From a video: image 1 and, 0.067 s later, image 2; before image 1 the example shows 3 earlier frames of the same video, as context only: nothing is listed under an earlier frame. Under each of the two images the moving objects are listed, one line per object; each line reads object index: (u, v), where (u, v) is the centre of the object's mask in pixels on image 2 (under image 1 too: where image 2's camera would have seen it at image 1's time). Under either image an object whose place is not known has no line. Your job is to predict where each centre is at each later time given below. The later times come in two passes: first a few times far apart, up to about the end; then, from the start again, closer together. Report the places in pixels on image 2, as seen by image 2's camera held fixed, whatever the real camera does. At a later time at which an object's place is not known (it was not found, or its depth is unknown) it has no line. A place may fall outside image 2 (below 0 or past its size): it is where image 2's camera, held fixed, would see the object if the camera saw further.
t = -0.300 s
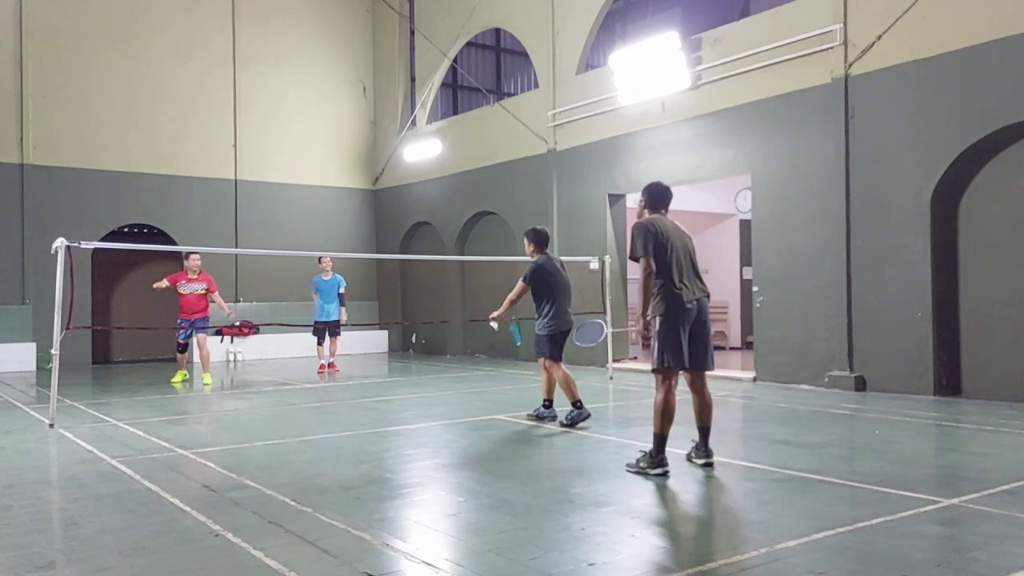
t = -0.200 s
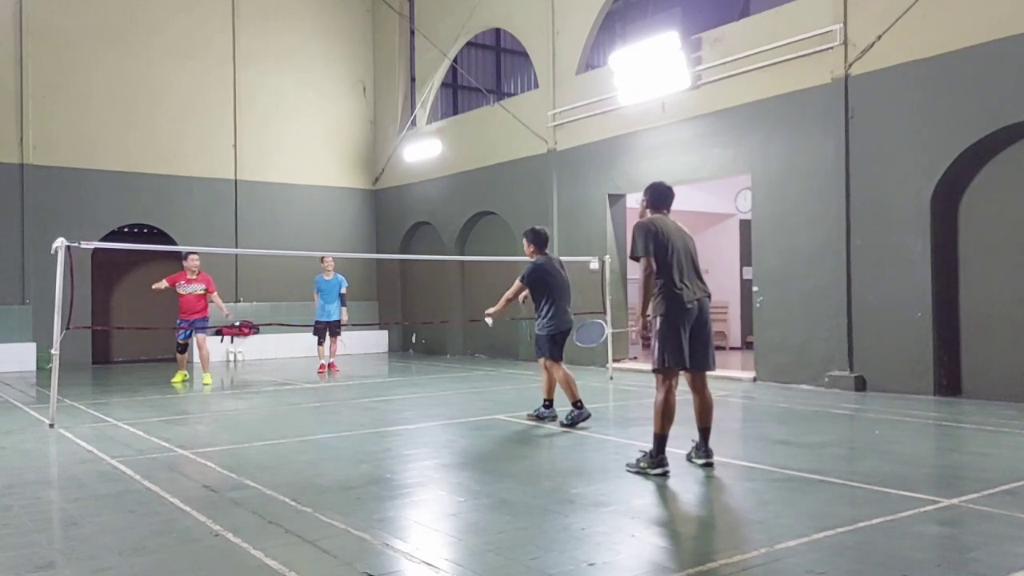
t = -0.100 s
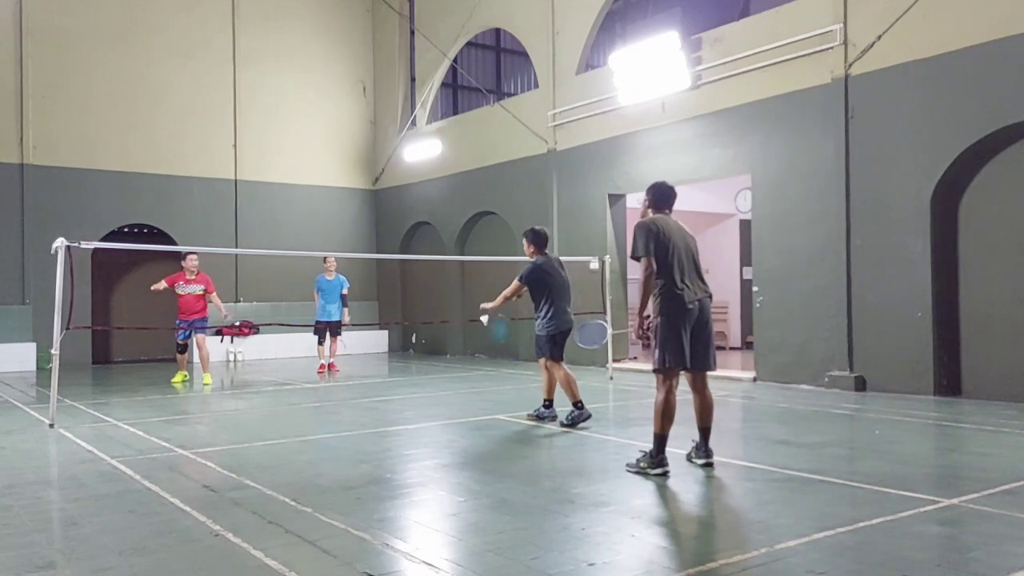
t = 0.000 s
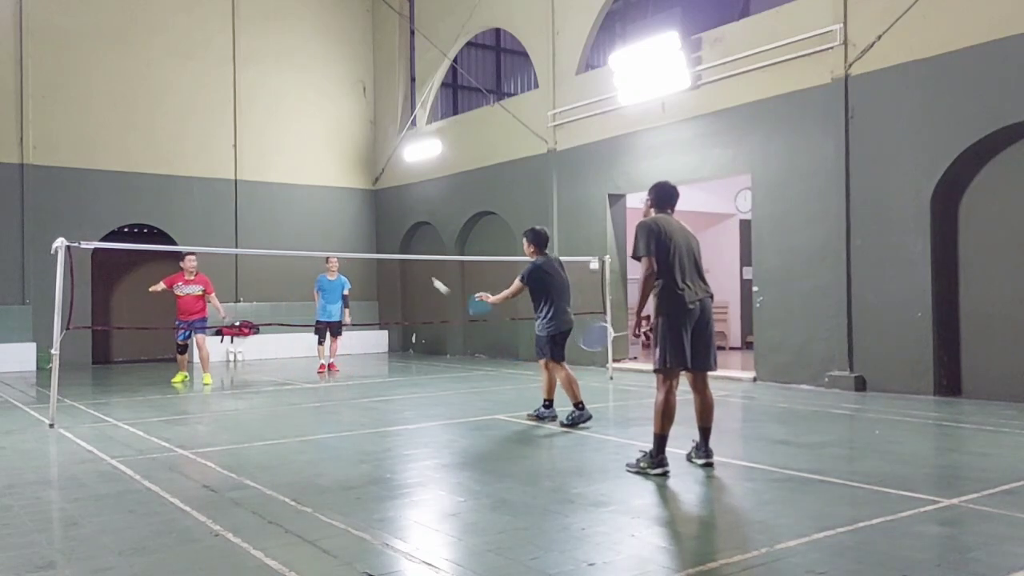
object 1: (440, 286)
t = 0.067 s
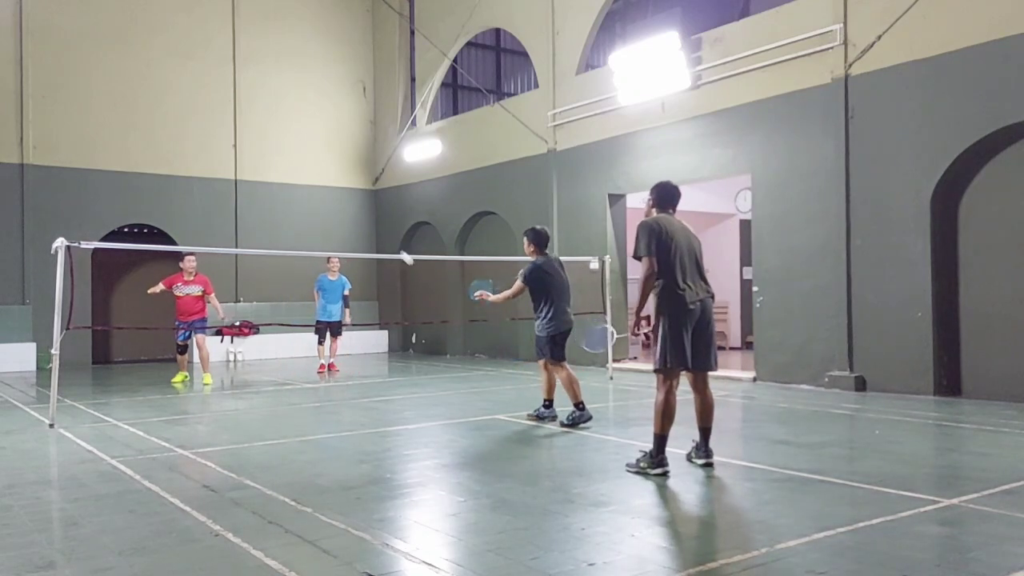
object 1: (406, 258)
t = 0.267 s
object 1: (343, 220)
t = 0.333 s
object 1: (326, 219)
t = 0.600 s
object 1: (278, 244)
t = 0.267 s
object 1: (343, 220)
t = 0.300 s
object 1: (334, 219)
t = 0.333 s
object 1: (326, 219)
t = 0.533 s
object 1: (288, 233)
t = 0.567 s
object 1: (283, 238)
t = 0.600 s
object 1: (278, 244)
